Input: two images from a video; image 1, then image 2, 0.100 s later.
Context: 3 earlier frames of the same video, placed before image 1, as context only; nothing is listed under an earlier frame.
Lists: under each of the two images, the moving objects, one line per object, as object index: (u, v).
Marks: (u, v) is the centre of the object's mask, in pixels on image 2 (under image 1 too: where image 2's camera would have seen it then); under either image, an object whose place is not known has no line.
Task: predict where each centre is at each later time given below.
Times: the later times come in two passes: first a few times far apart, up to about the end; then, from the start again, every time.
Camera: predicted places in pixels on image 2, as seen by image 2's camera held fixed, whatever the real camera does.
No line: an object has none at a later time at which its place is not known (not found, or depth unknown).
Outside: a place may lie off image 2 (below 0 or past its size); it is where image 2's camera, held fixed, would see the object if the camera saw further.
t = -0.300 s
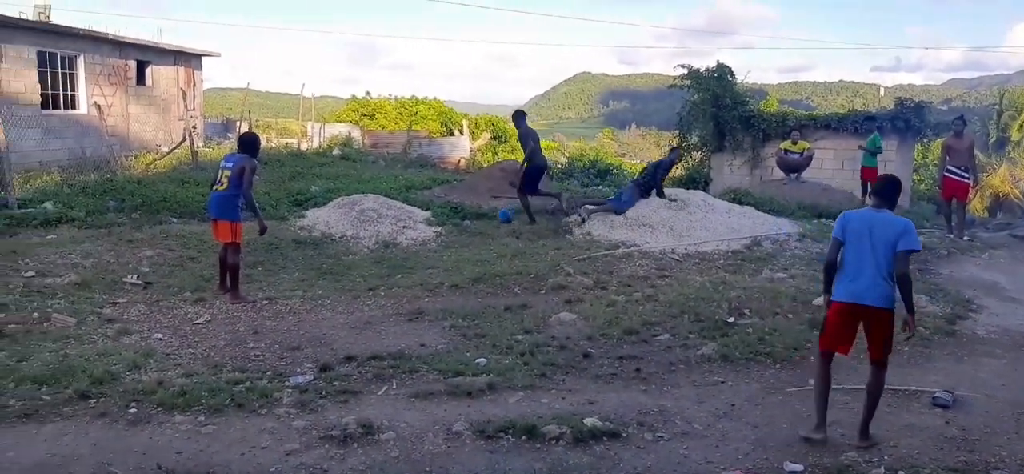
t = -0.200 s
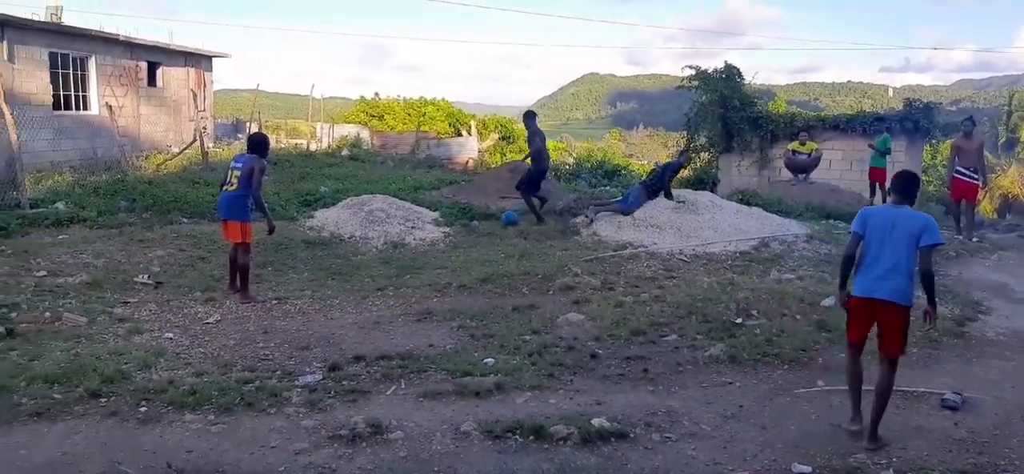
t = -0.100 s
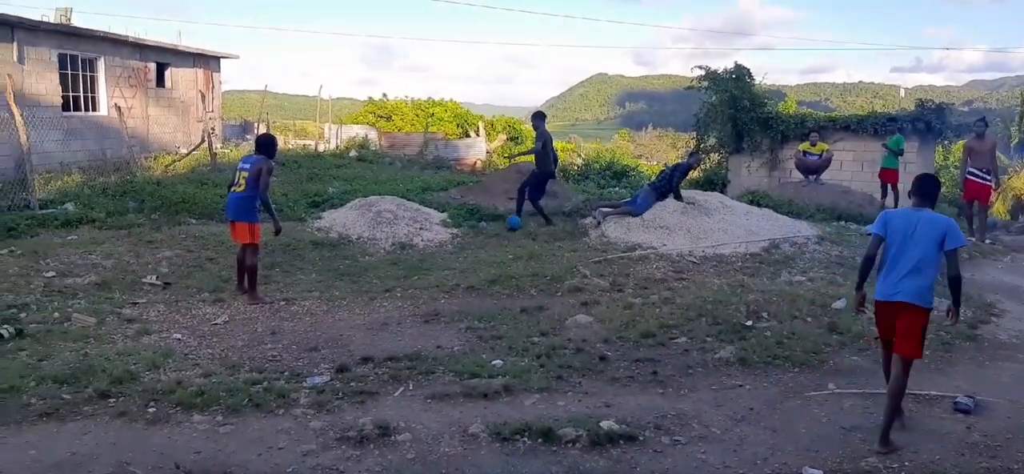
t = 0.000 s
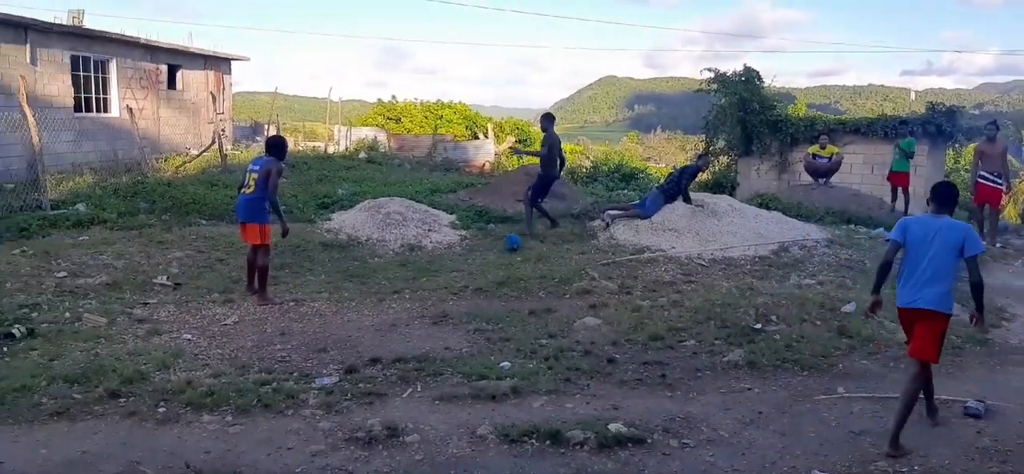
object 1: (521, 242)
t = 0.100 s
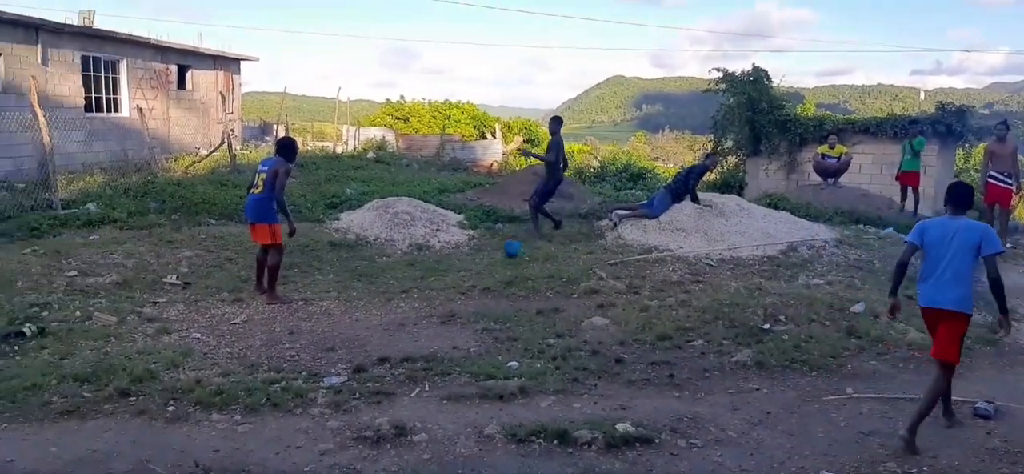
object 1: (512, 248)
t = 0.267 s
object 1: (499, 257)
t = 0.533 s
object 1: (473, 297)
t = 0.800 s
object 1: (437, 326)
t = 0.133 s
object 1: (509, 248)
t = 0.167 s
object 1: (507, 248)
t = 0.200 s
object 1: (504, 250)
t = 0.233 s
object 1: (502, 252)
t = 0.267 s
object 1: (499, 257)
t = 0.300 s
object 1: (495, 262)
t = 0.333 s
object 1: (492, 267)
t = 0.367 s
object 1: (490, 274)
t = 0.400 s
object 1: (487, 282)
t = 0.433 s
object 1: (483, 293)
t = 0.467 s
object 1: (479, 296)
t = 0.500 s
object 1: (476, 295)
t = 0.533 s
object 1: (473, 297)
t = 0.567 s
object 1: (468, 300)
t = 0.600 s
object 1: (464, 303)
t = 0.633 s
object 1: (460, 308)
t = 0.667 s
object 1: (456, 314)
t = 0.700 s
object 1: (452, 321)
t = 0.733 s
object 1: (447, 324)
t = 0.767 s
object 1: (442, 324)
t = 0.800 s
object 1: (437, 326)
